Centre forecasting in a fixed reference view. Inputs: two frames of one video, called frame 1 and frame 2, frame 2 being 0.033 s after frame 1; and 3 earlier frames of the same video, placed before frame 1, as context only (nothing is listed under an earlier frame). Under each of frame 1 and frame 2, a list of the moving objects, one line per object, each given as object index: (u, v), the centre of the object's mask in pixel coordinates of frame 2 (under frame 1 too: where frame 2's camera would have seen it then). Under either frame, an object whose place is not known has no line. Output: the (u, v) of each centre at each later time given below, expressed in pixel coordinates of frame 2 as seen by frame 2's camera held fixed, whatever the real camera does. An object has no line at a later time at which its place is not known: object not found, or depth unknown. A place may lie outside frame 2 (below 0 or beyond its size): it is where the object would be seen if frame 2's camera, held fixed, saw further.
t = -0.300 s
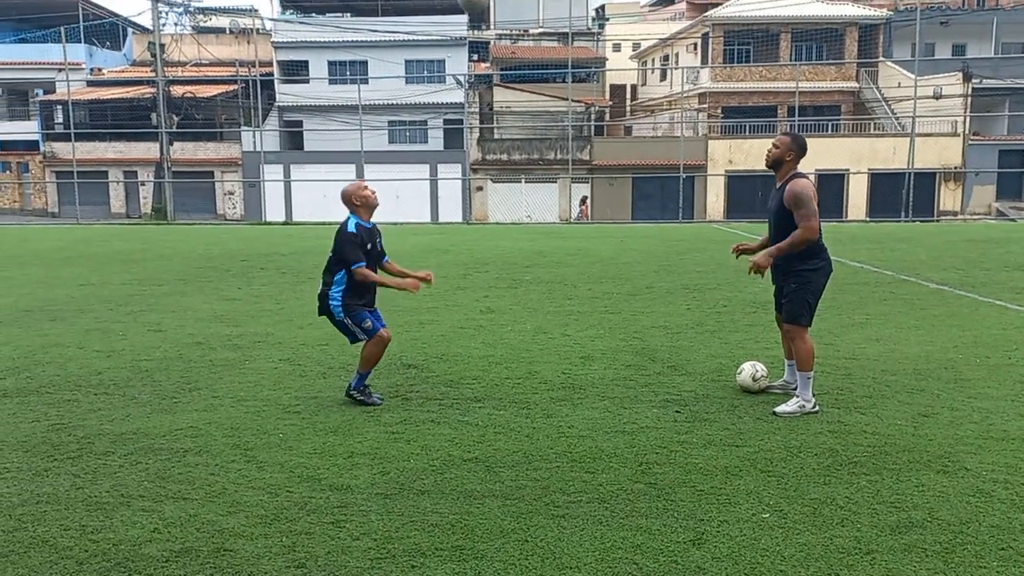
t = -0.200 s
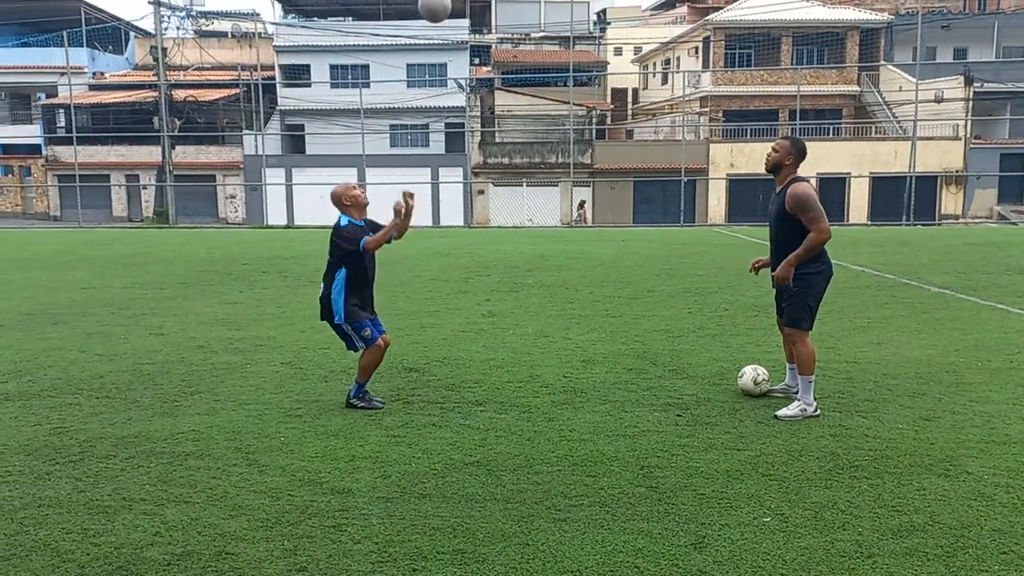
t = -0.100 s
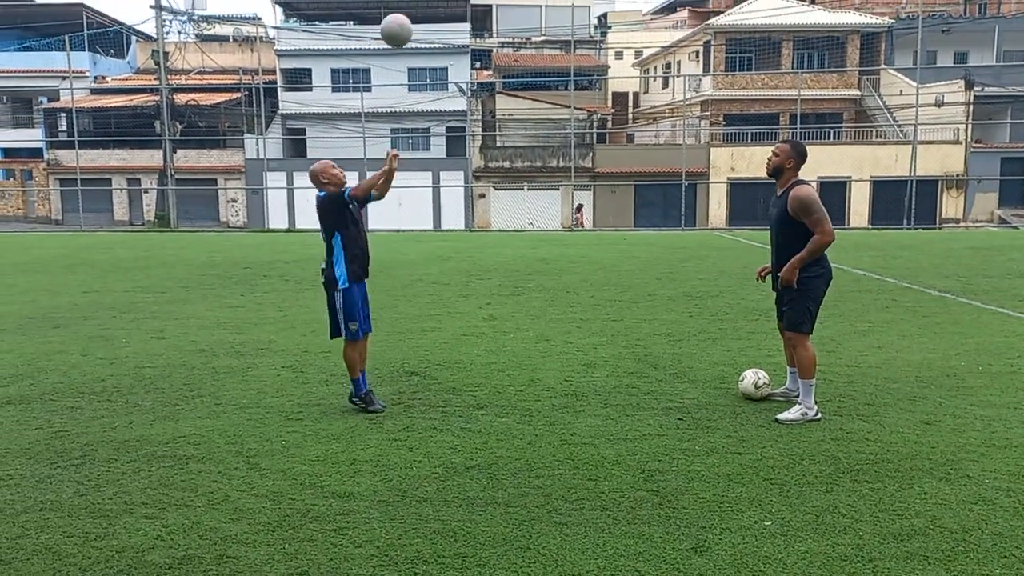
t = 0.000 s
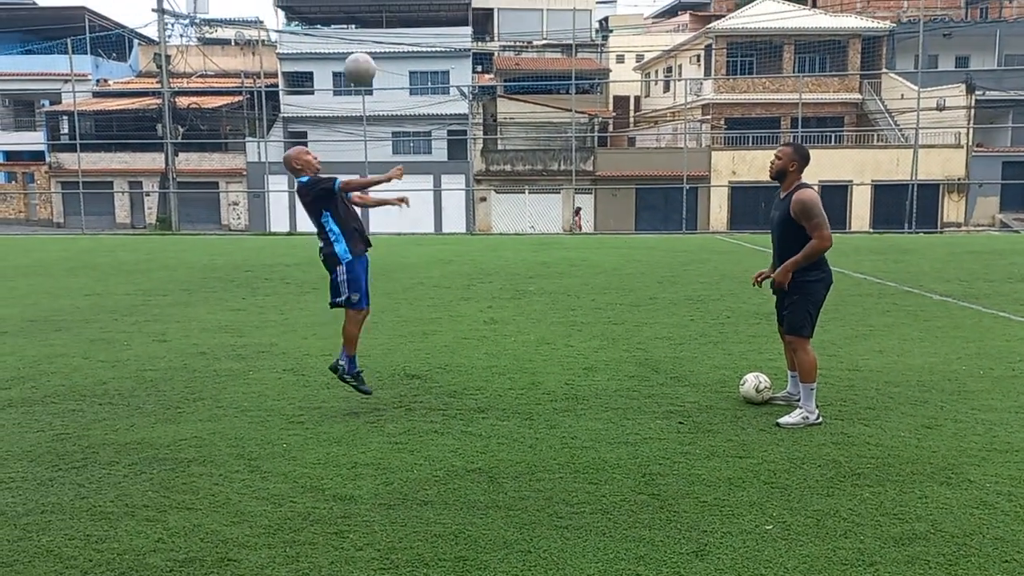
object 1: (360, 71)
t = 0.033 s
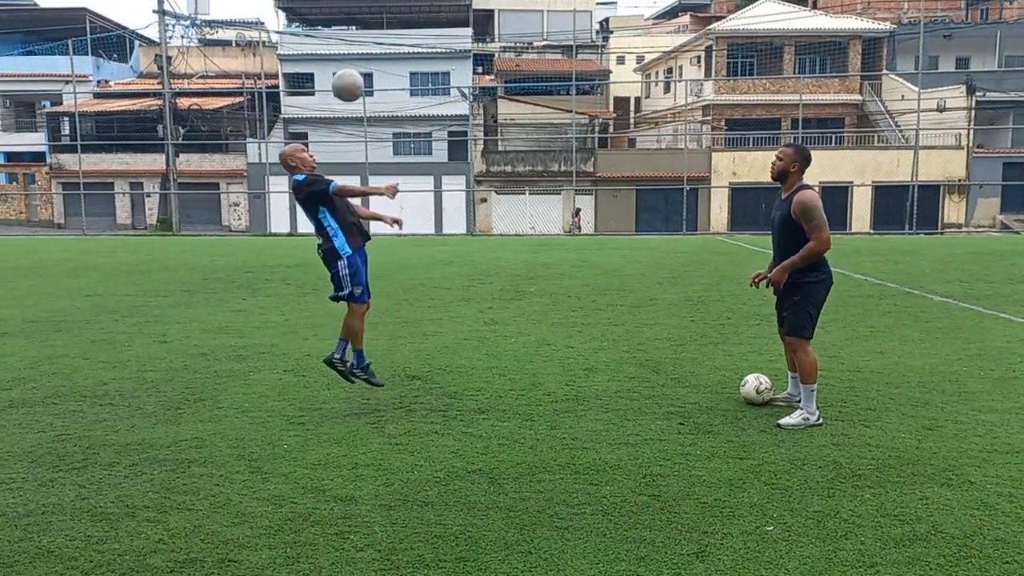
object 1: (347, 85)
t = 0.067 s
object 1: (335, 102)
